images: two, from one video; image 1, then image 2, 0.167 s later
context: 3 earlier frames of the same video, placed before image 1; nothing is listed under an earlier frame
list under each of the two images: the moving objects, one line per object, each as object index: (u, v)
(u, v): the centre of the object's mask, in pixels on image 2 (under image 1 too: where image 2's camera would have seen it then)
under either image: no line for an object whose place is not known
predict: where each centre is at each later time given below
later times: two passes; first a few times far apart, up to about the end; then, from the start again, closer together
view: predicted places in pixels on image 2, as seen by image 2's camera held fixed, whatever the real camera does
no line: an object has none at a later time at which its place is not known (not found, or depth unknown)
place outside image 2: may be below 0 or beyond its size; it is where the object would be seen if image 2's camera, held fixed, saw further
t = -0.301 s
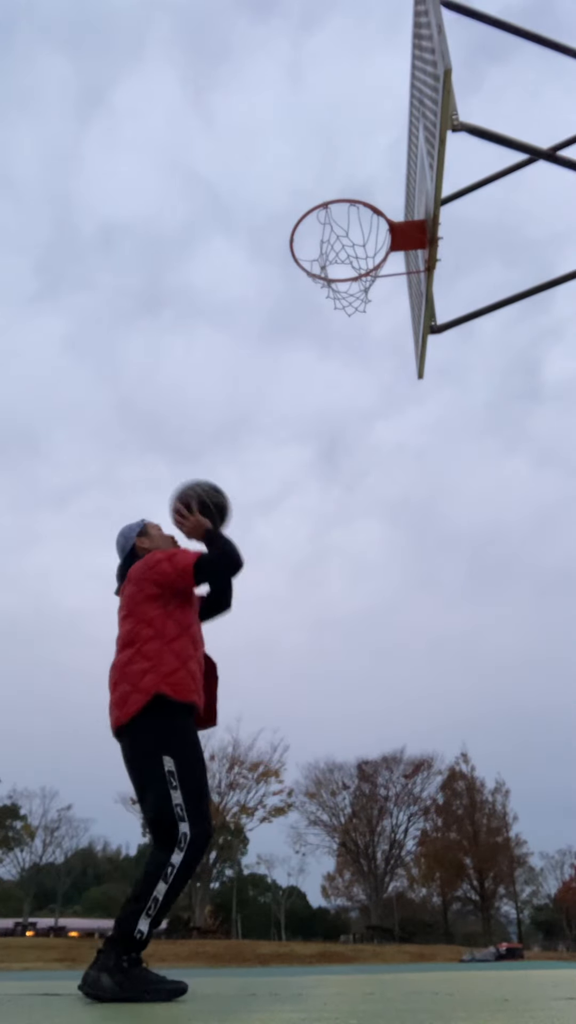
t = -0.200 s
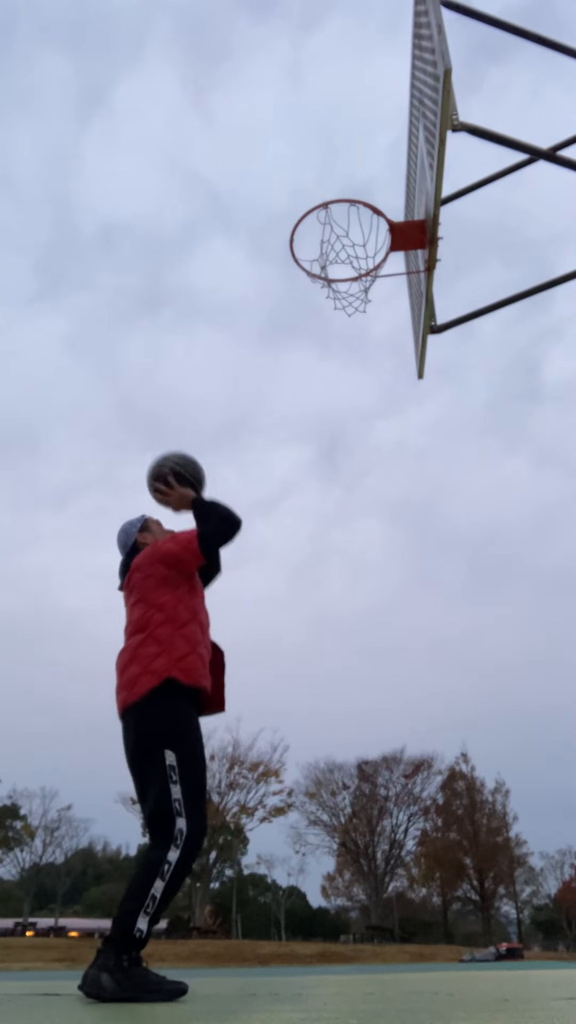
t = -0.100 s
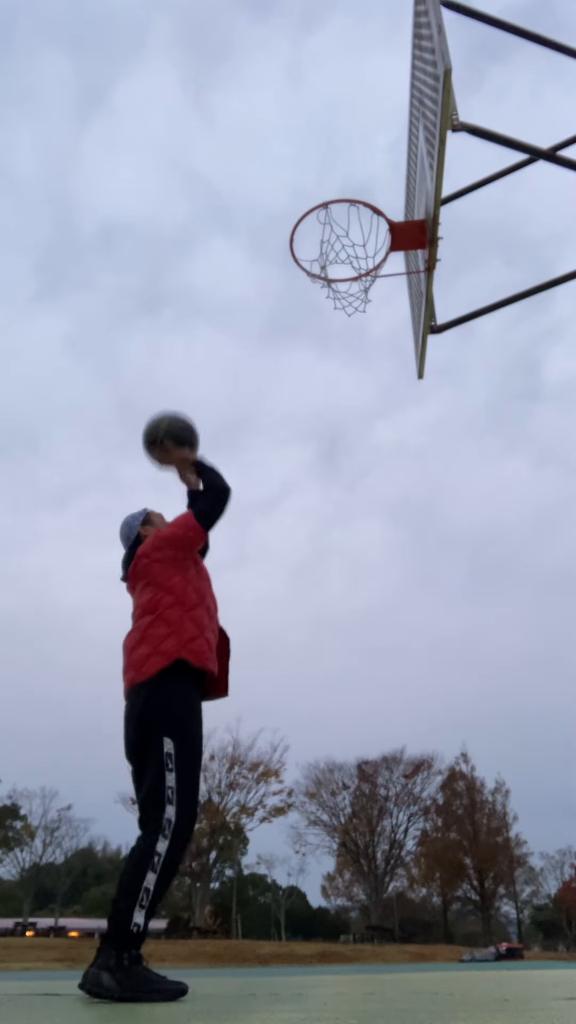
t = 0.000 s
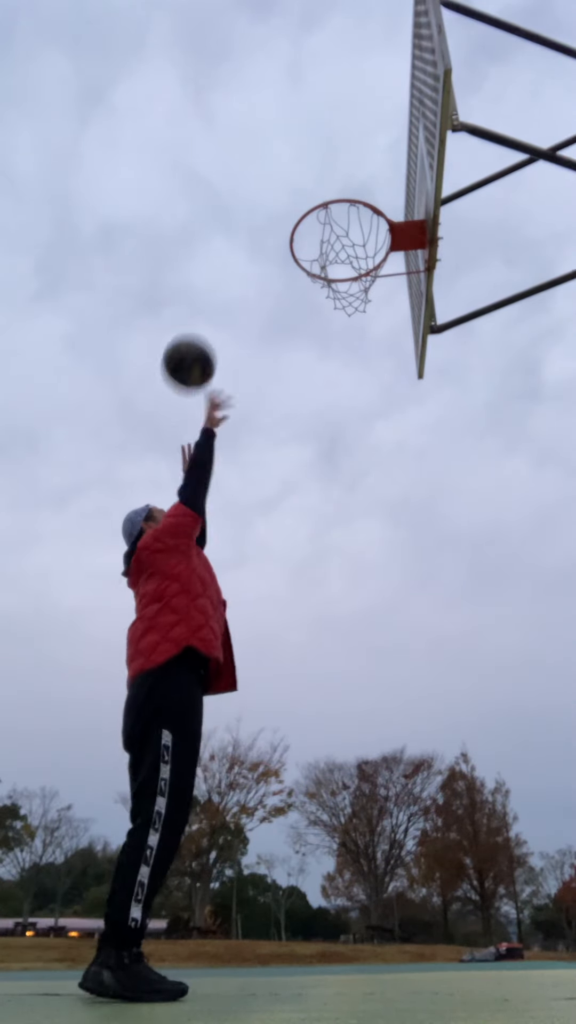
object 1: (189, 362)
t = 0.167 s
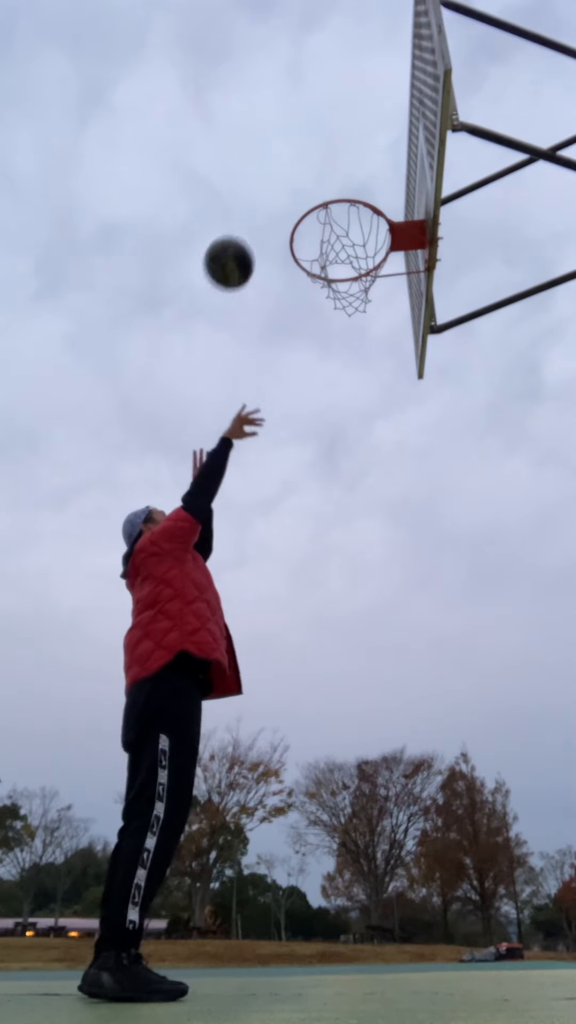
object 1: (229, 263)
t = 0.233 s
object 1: (243, 237)
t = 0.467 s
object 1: (288, 199)
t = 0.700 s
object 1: (338, 240)
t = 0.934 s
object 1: (390, 367)
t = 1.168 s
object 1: (472, 650)
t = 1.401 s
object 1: (522, 765)
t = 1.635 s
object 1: (483, 538)
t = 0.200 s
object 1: (236, 249)
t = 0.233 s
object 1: (243, 237)
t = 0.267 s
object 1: (250, 226)
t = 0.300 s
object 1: (256, 218)
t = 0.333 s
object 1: (263, 211)
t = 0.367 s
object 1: (269, 206)
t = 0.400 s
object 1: (276, 203)
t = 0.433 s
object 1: (282, 200)
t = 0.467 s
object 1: (288, 199)
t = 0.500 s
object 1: (294, 198)
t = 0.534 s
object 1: (302, 202)
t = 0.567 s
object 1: (309, 207)
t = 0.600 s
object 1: (316, 212)
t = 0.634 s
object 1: (323, 219)
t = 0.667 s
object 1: (331, 229)
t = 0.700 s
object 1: (338, 240)
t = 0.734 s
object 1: (345, 252)
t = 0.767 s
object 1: (353, 267)
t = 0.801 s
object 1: (360, 283)
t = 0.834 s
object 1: (367, 300)
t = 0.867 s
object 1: (374, 320)
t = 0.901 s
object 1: (382, 342)
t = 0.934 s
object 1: (390, 367)
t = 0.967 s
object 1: (399, 397)
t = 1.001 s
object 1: (410, 427)
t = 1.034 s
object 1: (420, 462)
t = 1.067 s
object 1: (432, 501)
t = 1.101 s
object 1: (444, 544)
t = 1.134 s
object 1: (457, 594)
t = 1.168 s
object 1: (472, 650)
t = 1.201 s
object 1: (490, 714)
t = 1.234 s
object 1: (510, 789)
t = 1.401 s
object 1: (522, 765)
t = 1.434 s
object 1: (514, 717)
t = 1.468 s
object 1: (507, 676)
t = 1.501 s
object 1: (501, 640)
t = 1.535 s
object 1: (496, 609)
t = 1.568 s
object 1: (491, 582)
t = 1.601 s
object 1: (487, 558)
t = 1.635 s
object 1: (483, 538)
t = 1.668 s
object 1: (480, 522)
